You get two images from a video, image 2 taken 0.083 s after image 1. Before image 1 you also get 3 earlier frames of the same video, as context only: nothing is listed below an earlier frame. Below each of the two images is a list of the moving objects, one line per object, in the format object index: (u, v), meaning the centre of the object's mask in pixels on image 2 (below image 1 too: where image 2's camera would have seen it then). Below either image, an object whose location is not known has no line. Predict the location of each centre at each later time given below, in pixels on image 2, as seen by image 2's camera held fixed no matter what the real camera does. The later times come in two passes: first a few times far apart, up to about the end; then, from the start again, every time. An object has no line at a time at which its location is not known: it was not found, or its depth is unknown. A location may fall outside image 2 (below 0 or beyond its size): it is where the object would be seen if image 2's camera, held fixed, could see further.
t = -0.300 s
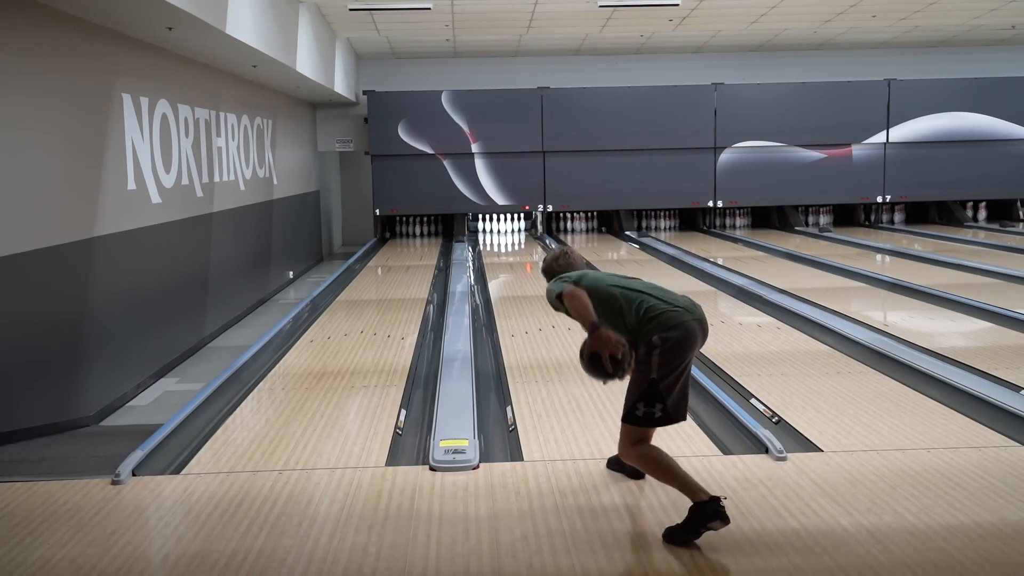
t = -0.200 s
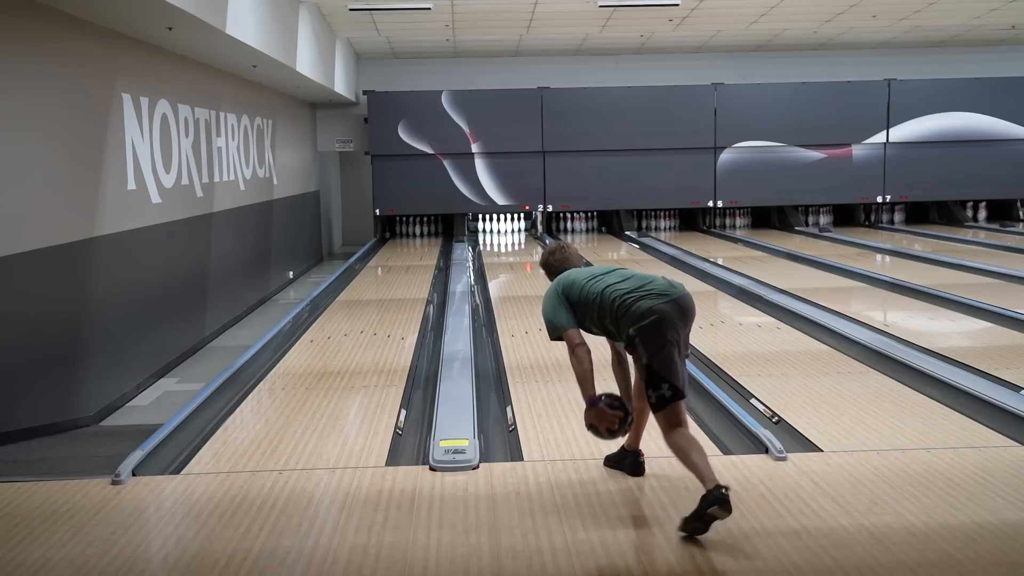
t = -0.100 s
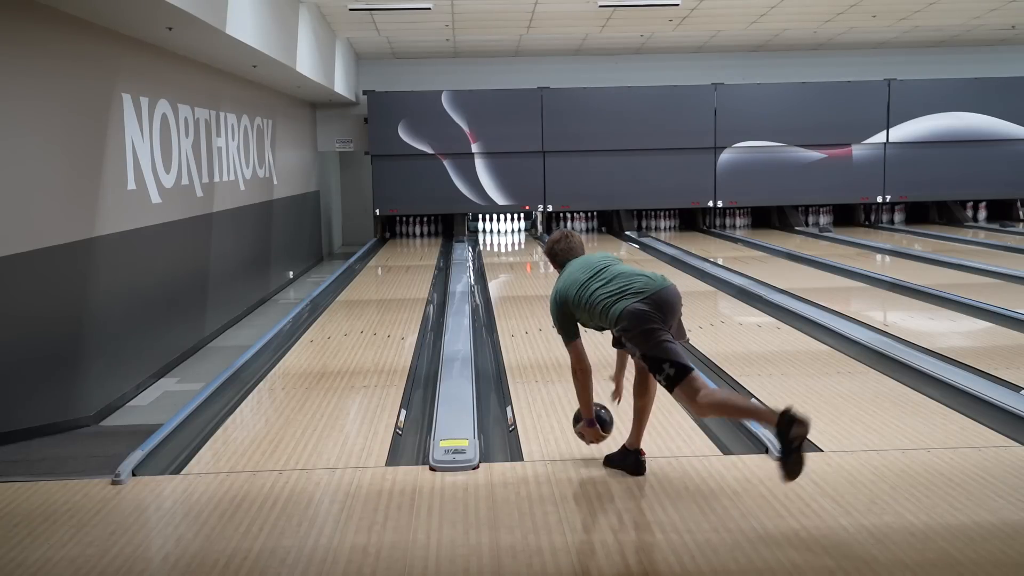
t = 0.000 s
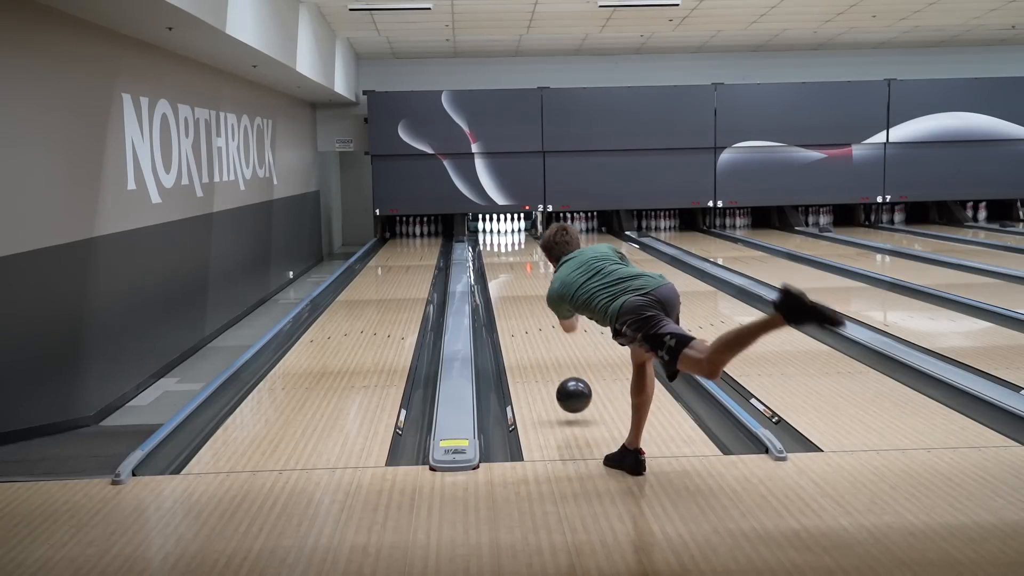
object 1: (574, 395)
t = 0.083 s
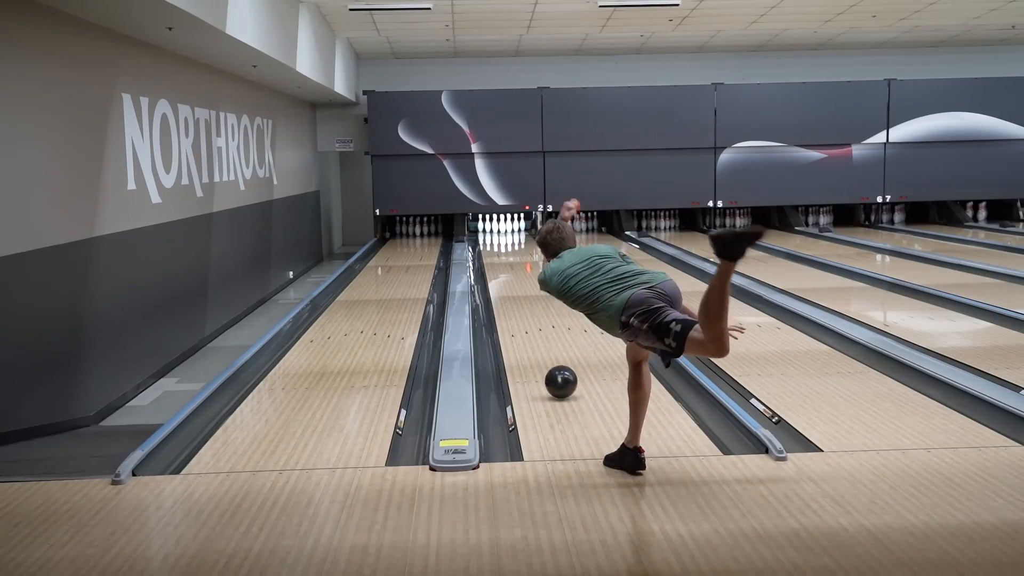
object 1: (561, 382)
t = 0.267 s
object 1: (540, 345)
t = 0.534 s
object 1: (519, 309)
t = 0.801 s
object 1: (507, 285)
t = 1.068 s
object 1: (499, 268)
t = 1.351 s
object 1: (495, 254)
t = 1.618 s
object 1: (494, 244)
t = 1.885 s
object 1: (496, 236)
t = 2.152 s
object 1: (500, 230)
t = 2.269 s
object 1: (501, 228)
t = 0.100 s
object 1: (559, 379)
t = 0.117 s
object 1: (557, 375)
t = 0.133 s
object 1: (554, 371)
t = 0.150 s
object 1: (552, 368)
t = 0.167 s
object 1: (550, 364)
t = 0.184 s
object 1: (548, 361)
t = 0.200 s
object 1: (547, 357)
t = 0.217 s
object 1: (545, 354)
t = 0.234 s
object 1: (543, 351)
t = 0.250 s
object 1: (541, 348)
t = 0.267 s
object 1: (540, 345)
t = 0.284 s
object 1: (538, 343)
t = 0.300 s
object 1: (537, 340)
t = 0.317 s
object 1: (535, 338)
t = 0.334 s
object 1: (534, 335)
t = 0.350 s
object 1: (532, 332)
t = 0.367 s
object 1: (531, 330)
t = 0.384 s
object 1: (530, 328)
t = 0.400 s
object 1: (528, 325)
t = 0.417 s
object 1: (527, 323)
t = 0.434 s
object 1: (526, 321)
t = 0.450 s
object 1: (525, 319)
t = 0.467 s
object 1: (524, 317)
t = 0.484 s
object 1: (523, 315)
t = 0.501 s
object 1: (522, 313)
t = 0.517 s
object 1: (521, 311)
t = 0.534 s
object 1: (519, 309)
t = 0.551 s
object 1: (519, 307)
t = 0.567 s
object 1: (518, 305)
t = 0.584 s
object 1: (517, 304)
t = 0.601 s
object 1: (516, 302)
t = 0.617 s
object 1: (515, 300)
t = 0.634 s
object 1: (514, 299)
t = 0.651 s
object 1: (513, 297)
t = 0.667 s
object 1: (512, 296)
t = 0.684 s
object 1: (512, 294)
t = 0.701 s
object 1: (511, 293)
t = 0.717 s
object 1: (510, 291)
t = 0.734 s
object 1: (509, 290)
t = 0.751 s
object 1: (509, 289)
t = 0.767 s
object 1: (508, 287)
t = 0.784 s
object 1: (507, 286)
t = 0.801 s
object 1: (507, 285)
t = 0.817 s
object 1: (506, 284)
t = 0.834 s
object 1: (506, 282)
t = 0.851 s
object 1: (505, 281)
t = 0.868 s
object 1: (504, 280)
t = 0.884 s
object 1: (504, 279)
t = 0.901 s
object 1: (503, 278)
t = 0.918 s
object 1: (503, 277)
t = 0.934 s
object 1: (502, 275)
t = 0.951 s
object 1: (502, 274)
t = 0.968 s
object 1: (501, 273)
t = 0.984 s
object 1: (501, 272)
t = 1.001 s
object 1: (500, 271)
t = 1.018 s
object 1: (500, 270)
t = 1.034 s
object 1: (500, 270)
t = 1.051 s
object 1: (499, 269)
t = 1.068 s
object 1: (499, 268)
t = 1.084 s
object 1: (498, 267)
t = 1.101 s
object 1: (498, 266)
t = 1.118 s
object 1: (498, 265)
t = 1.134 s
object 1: (498, 264)
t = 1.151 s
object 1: (497, 264)
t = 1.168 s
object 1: (497, 263)
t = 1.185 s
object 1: (497, 262)
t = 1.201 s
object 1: (497, 261)
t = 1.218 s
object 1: (496, 260)
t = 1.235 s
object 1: (496, 260)
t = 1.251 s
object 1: (496, 259)
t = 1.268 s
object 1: (496, 258)
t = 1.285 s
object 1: (496, 257)
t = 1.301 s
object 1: (496, 257)
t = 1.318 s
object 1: (496, 256)
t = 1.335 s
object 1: (495, 255)
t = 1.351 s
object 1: (495, 254)
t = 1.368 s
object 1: (495, 253)
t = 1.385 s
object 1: (495, 253)
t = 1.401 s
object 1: (494, 252)
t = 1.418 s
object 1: (494, 252)
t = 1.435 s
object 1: (494, 251)
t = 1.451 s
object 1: (494, 250)
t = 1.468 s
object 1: (494, 250)
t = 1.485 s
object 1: (494, 249)
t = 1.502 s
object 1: (494, 248)
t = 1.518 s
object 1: (494, 248)
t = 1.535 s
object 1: (494, 247)
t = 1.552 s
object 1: (494, 247)
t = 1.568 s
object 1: (494, 246)
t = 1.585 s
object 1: (494, 245)
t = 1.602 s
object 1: (494, 245)
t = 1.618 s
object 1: (494, 244)
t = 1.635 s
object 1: (494, 244)
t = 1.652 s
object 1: (494, 243)
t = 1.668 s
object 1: (494, 243)
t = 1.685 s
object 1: (494, 242)
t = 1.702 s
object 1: (494, 242)
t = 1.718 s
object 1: (495, 241)
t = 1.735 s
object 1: (495, 241)
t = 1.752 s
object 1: (495, 240)
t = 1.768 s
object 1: (495, 239)
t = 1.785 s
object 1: (495, 239)
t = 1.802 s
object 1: (495, 239)
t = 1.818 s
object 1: (495, 238)
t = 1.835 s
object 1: (495, 238)
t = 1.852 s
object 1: (496, 237)
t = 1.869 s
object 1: (496, 237)
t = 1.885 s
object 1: (496, 236)
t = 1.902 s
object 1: (496, 236)
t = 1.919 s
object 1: (496, 236)
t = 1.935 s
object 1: (497, 235)
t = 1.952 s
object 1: (497, 235)
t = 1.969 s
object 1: (497, 235)
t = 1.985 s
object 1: (497, 234)
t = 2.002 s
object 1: (497, 234)
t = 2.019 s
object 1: (498, 233)
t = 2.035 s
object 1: (498, 233)
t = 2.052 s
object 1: (498, 233)
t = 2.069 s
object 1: (499, 232)
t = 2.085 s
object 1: (499, 232)
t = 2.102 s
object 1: (499, 231)
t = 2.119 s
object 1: (500, 231)
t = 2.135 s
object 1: (500, 230)
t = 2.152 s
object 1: (500, 230)
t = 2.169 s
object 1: (500, 230)
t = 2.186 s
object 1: (501, 230)
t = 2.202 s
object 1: (501, 230)
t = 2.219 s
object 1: (501, 230)
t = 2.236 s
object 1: (501, 229)
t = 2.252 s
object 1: (501, 229)
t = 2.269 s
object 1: (501, 228)
